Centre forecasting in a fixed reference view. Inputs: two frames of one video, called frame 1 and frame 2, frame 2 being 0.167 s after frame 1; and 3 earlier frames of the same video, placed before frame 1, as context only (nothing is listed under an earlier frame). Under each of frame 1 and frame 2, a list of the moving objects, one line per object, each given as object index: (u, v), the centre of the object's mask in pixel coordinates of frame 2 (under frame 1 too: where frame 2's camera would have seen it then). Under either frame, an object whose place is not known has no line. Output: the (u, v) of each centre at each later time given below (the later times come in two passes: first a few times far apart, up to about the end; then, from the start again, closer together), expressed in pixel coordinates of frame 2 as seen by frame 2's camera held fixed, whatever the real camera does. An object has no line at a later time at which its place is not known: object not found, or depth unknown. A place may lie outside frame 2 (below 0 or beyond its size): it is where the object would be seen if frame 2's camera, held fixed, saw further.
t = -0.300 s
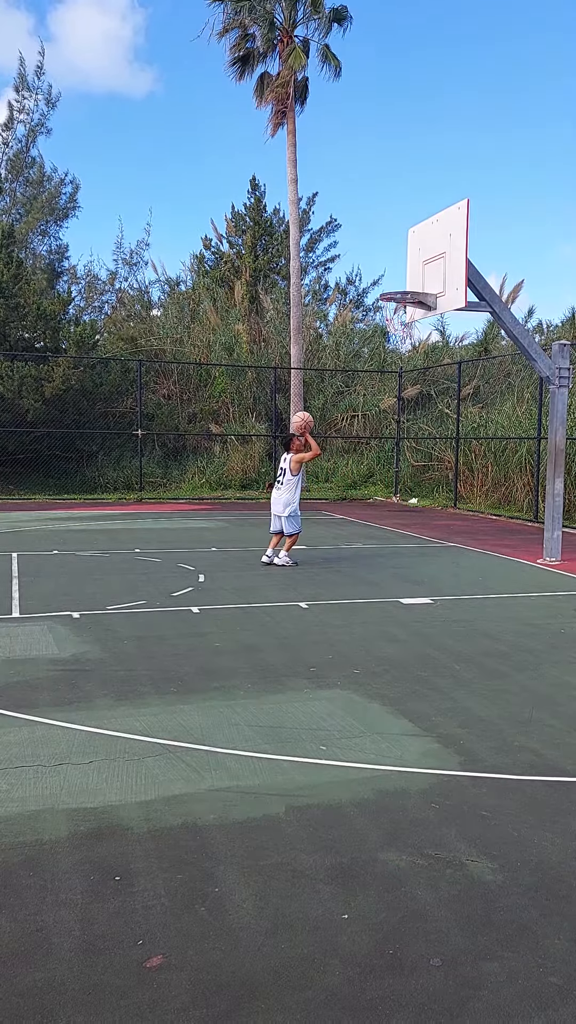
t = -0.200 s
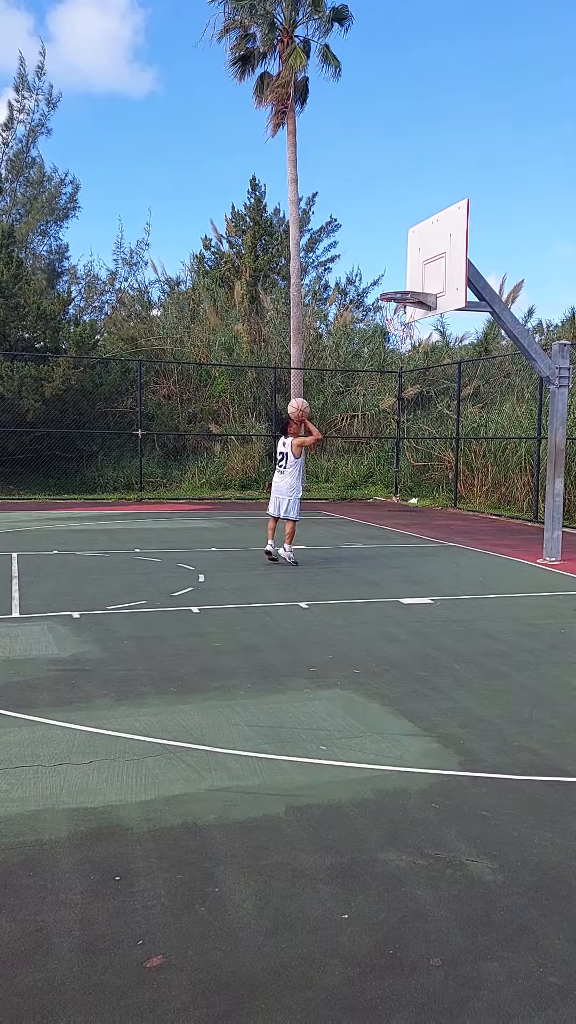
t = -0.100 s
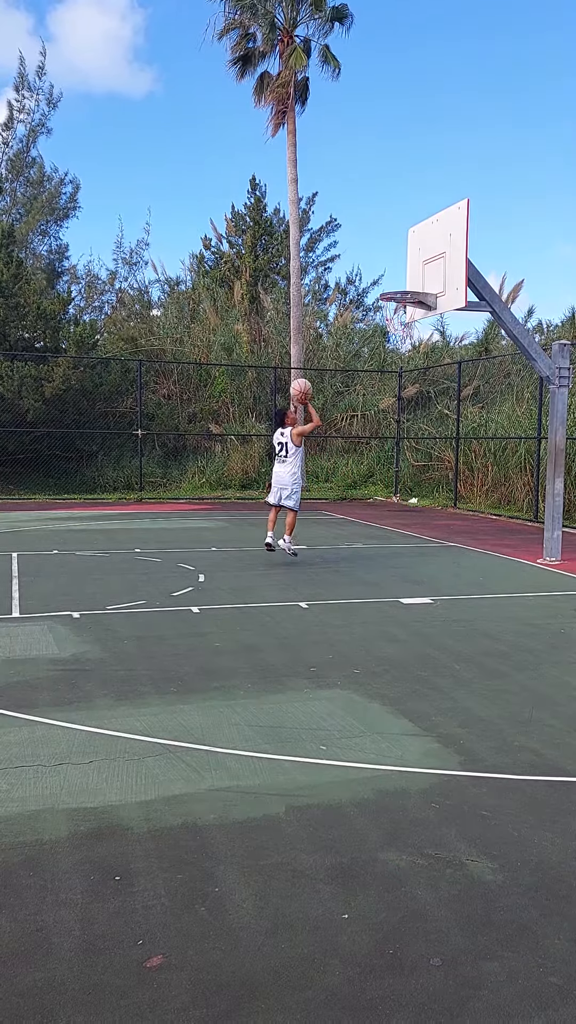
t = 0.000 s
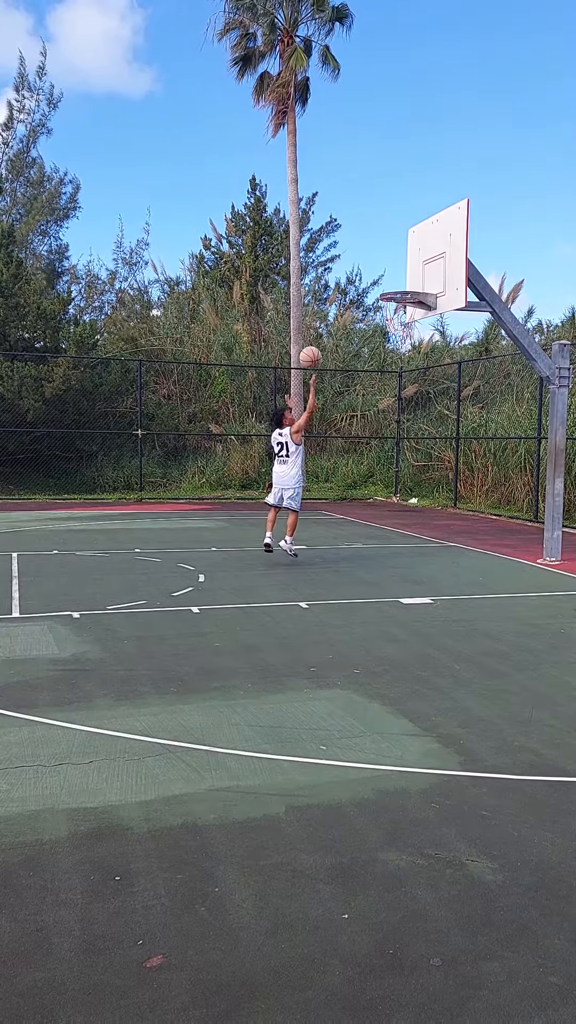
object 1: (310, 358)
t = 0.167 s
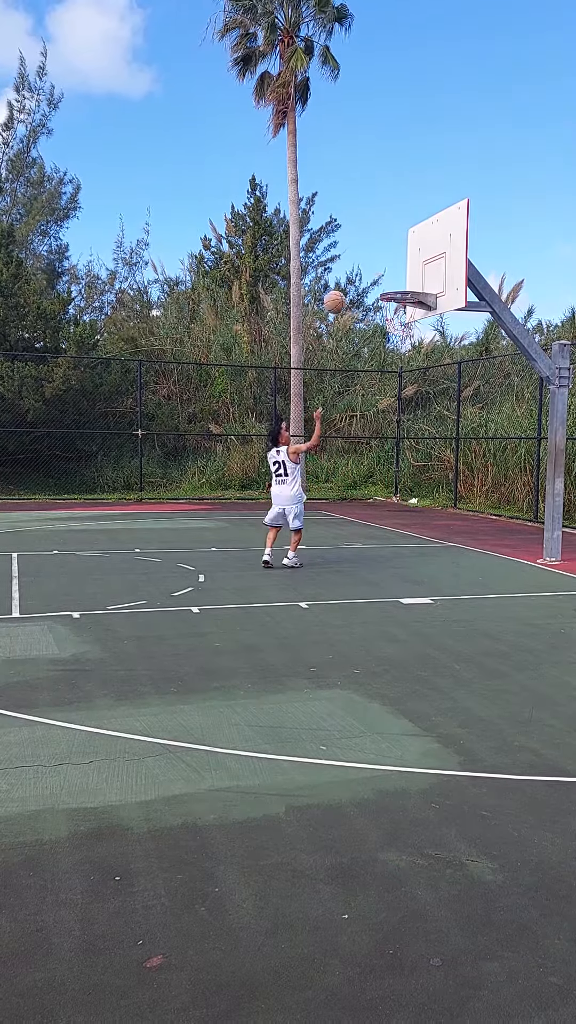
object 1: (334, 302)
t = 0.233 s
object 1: (344, 288)
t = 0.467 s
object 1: (377, 267)
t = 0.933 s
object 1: (431, 359)
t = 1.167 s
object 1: (451, 457)
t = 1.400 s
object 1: (467, 529)
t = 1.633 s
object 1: (472, 449)
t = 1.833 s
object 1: (475, 414)
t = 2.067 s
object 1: (476, 418)
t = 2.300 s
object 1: (475, 465)
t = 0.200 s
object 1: (339, 295)
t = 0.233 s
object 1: (344, 288)
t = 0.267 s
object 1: (349, 282)
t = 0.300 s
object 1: (354, 276)
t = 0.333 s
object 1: (359, 273)
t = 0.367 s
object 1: (363, 270)
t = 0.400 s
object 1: (368, 268)
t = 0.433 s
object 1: (373, 267)
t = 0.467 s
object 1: (377, 267)
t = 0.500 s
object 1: (382, 268)
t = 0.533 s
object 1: (386, 270)
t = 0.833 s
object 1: (421, 330)
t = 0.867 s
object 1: (424, 339)
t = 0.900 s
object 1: (428, 349)
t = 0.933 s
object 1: (431, 359)
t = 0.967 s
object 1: (434, 371)
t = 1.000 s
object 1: (437, 383)
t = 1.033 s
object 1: (440, 396)
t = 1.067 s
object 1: (442, 410)
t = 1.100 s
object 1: (445, 425)
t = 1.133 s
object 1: (449, 441)
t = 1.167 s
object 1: (451, 457)
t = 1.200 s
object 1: (454, 474)
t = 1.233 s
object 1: (457, 492)
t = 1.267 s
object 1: (459, 509)
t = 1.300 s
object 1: (462, 529)
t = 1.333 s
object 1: (465, 549)
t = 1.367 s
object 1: (466, 545)
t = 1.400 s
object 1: (467, 529)
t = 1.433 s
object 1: (468, 514)
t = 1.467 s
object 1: (469, 502)
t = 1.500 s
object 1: (470, 489)
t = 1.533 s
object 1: (470, 477)
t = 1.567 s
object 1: (471, 467)
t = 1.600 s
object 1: (471, 457)
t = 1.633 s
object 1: (472, 449)
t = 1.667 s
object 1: (473, 440)
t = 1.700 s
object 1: (473, 433)
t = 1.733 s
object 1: (474, 427)
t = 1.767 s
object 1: (474, 422)
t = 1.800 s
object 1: (474, 417)
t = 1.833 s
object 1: (475, 414)
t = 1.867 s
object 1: (475, 413)
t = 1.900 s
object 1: (475, 412)
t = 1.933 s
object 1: (475, 412)
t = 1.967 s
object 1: (475, 412)
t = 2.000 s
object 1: (475, 413)
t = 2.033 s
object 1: (476, 415)
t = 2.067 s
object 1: (476, 418)
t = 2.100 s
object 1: (476, 421)
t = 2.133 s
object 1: (476, 427)
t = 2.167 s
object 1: (476, 433)
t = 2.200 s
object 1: (475, 439)
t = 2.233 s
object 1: (476, 447)
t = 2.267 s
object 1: (475, 455)
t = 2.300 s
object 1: (475, 465)
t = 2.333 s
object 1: (474, 475)
